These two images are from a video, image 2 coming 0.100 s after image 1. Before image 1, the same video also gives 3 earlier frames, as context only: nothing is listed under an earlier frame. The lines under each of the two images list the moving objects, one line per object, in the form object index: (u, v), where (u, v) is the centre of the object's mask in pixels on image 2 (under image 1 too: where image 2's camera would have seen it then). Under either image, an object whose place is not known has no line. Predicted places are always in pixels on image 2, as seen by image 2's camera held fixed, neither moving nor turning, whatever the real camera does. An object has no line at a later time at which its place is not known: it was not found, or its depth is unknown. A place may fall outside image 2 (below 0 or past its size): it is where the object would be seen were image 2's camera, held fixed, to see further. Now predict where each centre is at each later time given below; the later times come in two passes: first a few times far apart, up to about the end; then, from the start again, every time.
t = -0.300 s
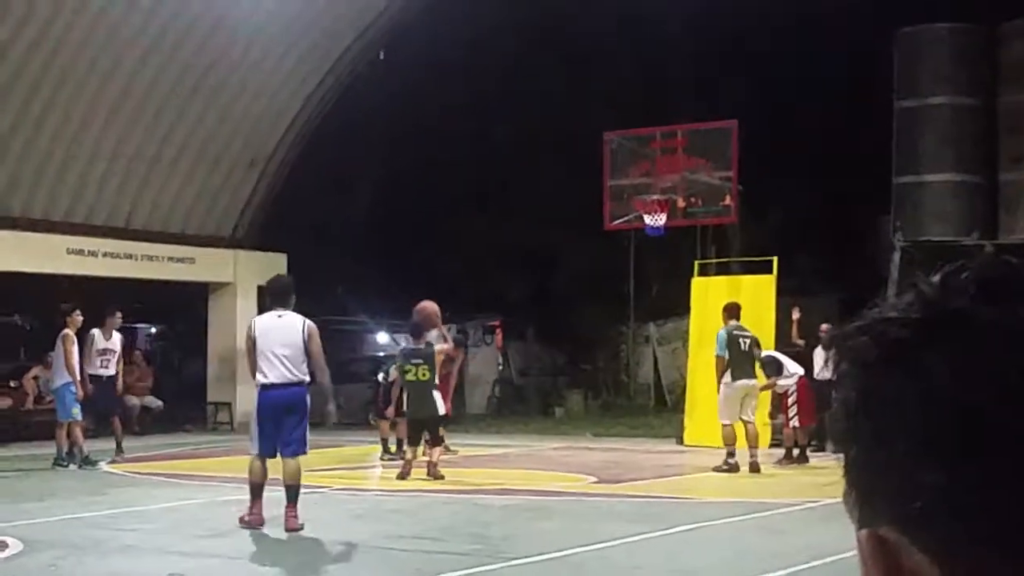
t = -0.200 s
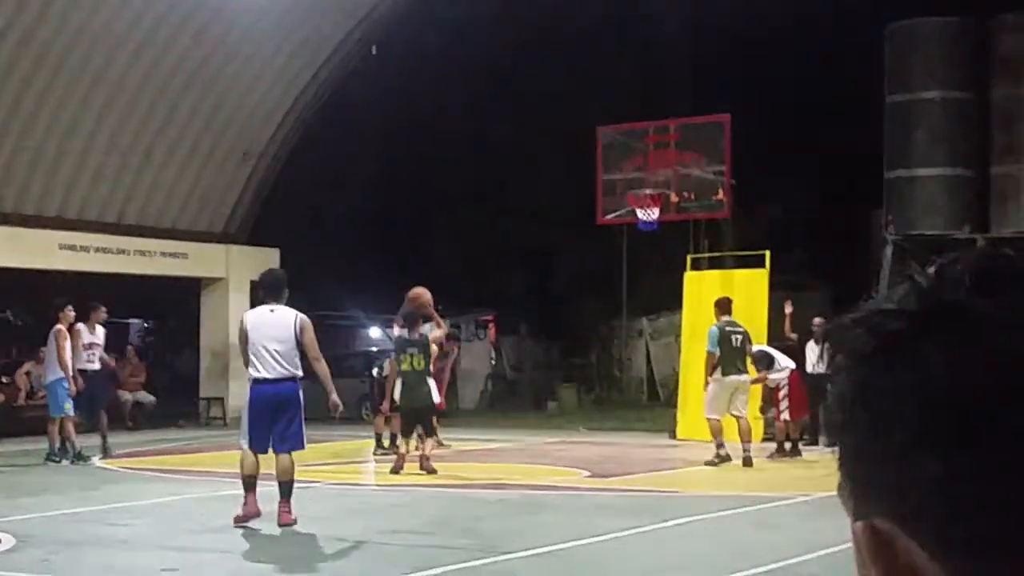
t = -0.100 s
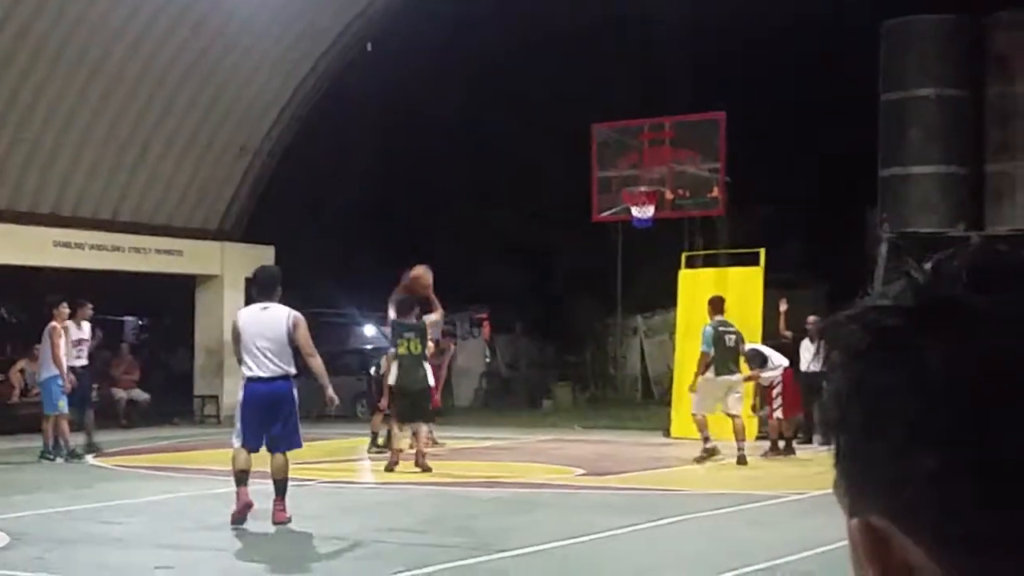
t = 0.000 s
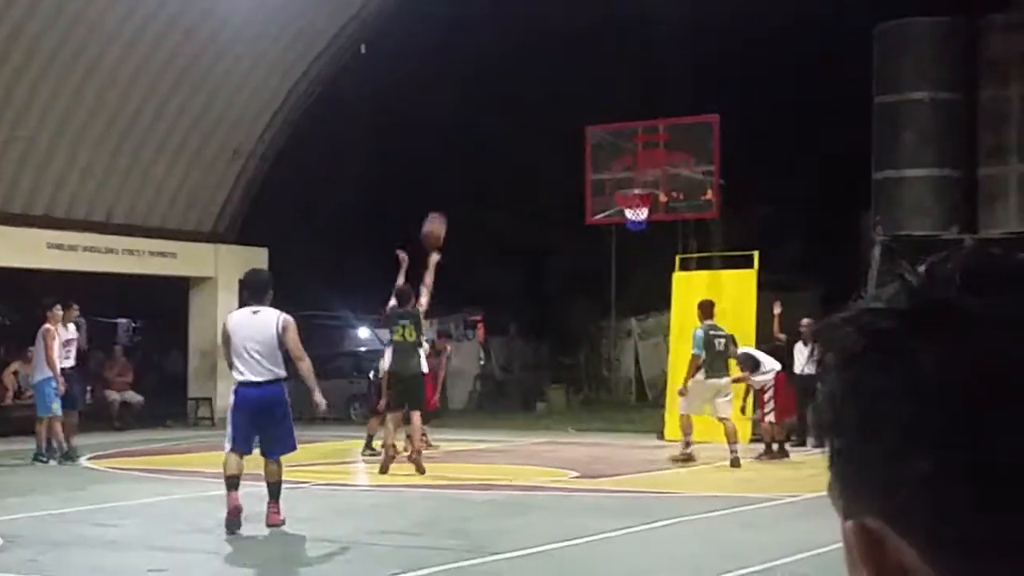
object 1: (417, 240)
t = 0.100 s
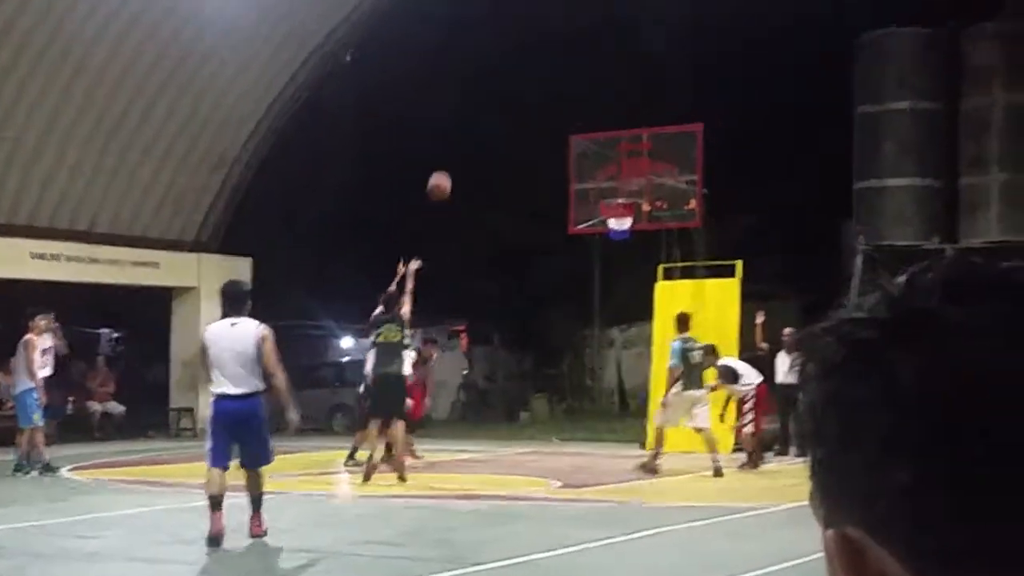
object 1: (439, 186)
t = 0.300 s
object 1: (481, 113)
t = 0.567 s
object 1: (532, 82)
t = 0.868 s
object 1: (582, 116)
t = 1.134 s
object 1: (621, 190)
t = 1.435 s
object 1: (612, 167)
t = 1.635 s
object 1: (591, 171)
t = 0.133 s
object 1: (447, 170)
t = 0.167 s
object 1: (454, 157)
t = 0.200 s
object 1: (461, 144)
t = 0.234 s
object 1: (468, 133)
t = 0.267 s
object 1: (475, 123)
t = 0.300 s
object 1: (481, 113)
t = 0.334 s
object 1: (488, 105)
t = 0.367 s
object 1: (495, 99)
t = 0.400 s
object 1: (501, 93)
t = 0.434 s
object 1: (507, 89)
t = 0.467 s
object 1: (513, 86)
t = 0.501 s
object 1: (520, 83)
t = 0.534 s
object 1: (526, 82)
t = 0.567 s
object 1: (532, 82)
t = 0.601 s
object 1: (537, 82)
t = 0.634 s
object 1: (543, 83)
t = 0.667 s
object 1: (549, 84)
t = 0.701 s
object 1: (555, 87)
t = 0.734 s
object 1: (561, 91)
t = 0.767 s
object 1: (566, 96)
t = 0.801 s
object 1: (572, 102)
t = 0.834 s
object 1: (577, 109)
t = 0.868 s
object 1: (582, 116)
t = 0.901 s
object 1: (587, 124)
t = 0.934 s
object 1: (593, 133)
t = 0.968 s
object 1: (598, 142)
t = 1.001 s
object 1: (603, 153)
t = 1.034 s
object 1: (608, 164)
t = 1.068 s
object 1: (613, 176)
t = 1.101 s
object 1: (618, 189)
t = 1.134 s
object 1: (621, 190)
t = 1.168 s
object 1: (625, 190)
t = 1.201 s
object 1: (627, 190)
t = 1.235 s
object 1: (625, 187)
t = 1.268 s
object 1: (624, 183)
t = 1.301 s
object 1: (622, 176)
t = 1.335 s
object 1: (619, 174)
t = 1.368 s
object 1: (617, 172)
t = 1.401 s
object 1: (614, 169)
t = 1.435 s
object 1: (612, 167)
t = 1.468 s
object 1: (608, 166)
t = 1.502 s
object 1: (606, 166)
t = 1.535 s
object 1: (602, 166)
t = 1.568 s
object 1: (598, 167)
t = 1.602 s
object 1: (595, 169)
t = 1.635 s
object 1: (591, 171)
